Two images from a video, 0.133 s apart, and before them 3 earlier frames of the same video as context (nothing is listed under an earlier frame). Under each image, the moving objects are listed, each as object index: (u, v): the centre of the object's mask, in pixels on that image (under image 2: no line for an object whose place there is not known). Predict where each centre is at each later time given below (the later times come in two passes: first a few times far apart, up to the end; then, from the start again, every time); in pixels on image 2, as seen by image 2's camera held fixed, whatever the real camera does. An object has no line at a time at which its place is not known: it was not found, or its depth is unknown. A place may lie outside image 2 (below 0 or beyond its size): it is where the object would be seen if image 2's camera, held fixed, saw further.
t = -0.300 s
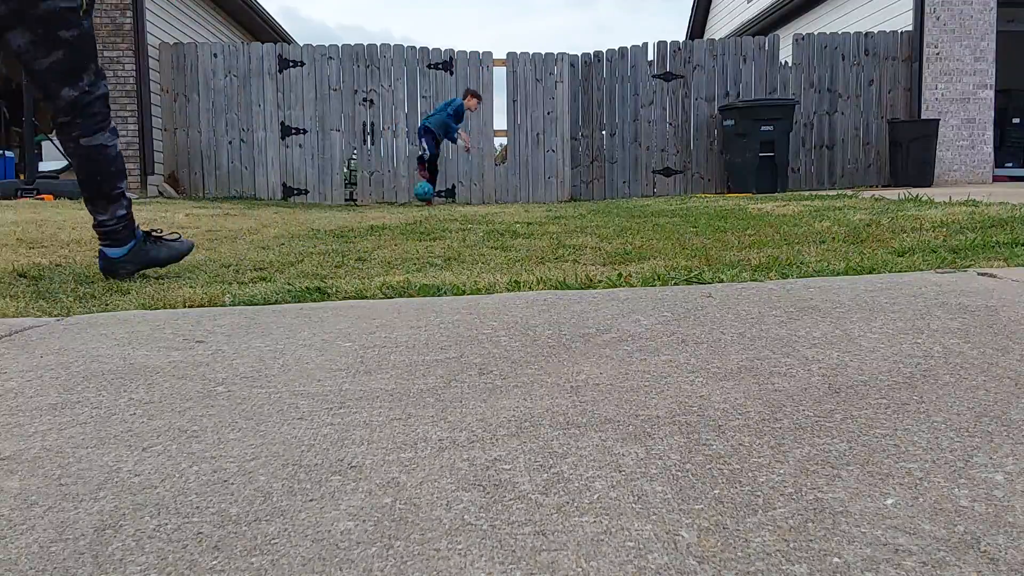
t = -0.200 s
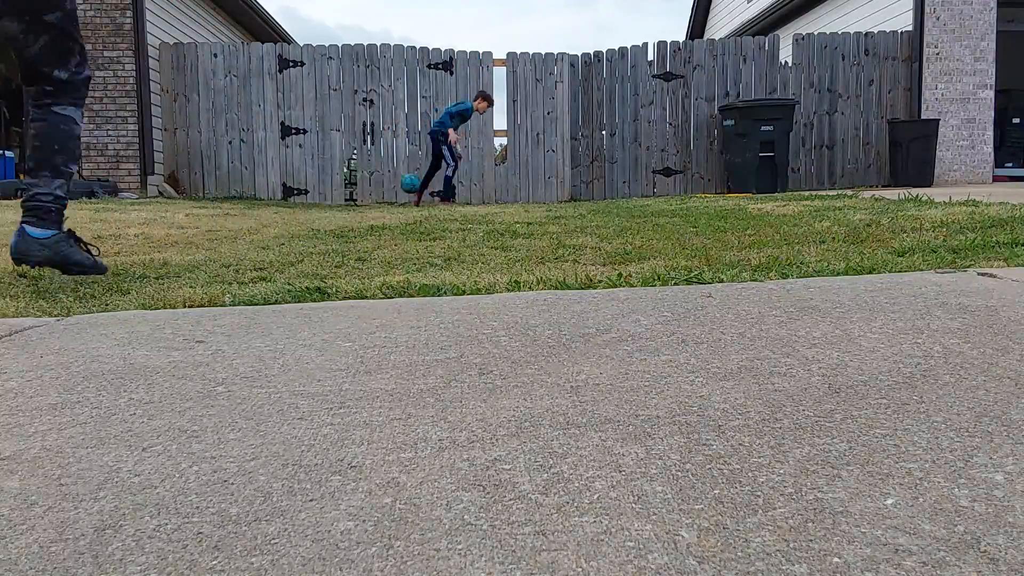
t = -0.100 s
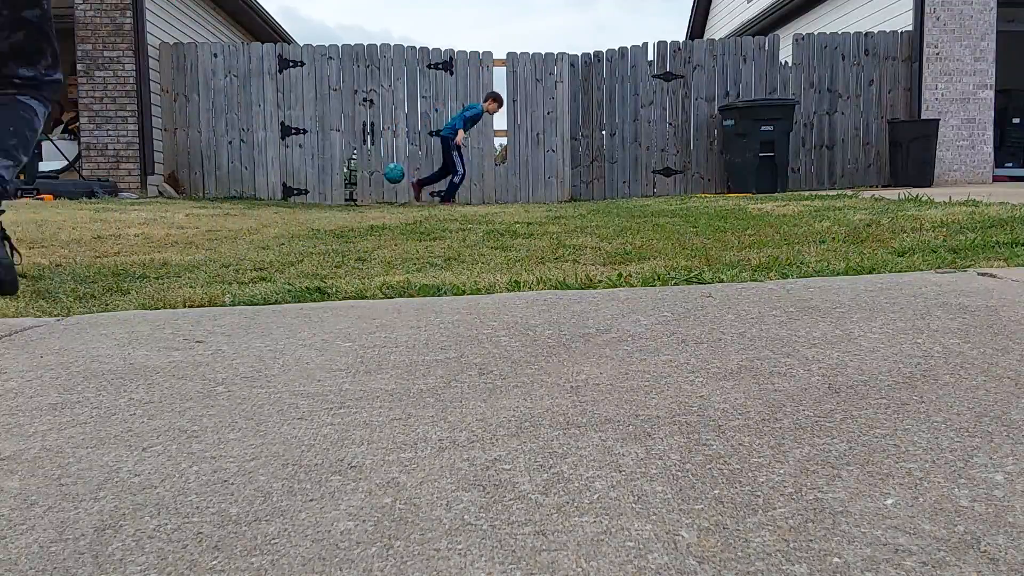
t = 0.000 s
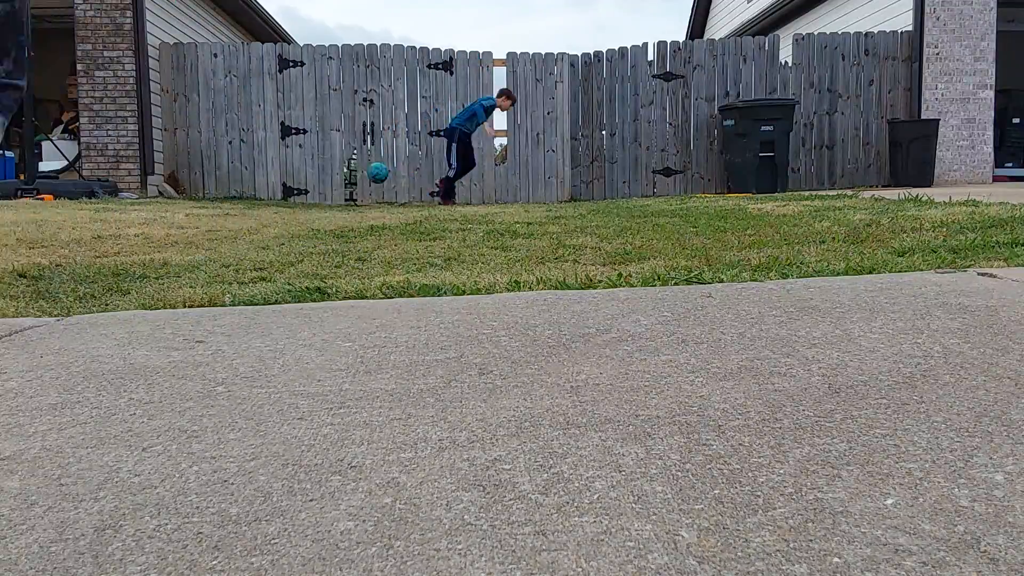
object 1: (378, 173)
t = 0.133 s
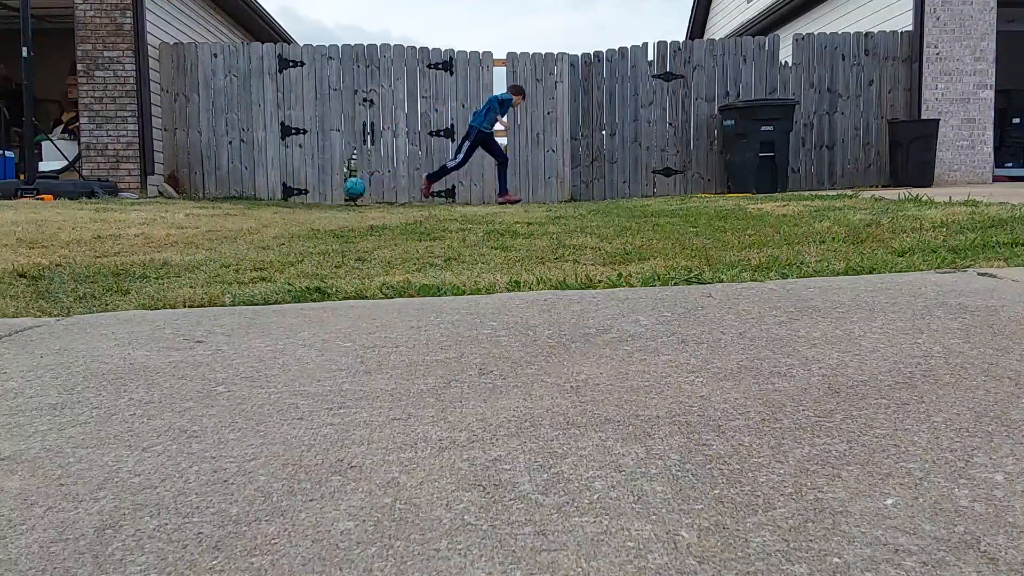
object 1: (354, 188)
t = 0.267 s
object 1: (339, 190)
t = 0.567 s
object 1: (317, 196)
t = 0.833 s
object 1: (293, 197)
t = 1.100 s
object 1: (269, 200)
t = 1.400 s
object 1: (237, 199)
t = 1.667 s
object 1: (209, 200)
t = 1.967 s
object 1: (177, 200)
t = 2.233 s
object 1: (152, 203)
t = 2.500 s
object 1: (135, 203)
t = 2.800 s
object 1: (121, 206)
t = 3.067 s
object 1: (114, 208)
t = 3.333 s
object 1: (108, 209)
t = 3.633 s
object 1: (103, 212)
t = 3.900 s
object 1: (96, 213)
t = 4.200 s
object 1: (85, 214)
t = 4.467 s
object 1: (80, 215)
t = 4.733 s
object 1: (77, 215)
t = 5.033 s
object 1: (69, 216)
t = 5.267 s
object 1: (66, 216)
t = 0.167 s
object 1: (348, 195)
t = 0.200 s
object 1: (343, 200)
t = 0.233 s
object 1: (341, 196)
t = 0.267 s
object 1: (339, 190)
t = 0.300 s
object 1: (336, 186)
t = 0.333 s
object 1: (334, 183)
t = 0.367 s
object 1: (331, 182)
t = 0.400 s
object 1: (329, 181)
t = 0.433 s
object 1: (327, 182)
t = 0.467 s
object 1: (324, 183)
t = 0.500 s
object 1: (322, 186)
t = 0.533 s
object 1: (319, 191)
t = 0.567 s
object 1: (317, 196)
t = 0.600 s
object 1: (314, 200)
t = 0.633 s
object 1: (311, 197)
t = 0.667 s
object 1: (308, 194)
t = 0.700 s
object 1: (305, 192)
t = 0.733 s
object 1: (302, 191)
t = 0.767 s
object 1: (299, 192)
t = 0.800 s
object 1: (295, 194)
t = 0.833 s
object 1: (293, 197)
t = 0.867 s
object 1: (289, 201)
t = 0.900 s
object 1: (286, 199)
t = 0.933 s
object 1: (284, 197)
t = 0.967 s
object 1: (281, 196)
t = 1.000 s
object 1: (278, 197)
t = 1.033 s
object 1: (276, 198)
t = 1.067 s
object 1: (272, 200)
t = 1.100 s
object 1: (269, 200)
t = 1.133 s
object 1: (266, 200)
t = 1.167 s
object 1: (262, 199)
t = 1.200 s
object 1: (259, 200)
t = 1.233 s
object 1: (255, 201)
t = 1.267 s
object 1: (251, 200)
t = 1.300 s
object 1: (247, 200)
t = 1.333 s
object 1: (244, 199)
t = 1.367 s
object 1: (241, 199)
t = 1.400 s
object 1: (237, 199)
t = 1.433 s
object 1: (234, 200)
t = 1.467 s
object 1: (230, 200)
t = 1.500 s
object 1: (226, 200)
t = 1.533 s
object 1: (223, 200)
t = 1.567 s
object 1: (219, 200)
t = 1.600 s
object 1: (216, 200)
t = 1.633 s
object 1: (212, 200)
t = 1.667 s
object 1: (209, 200)
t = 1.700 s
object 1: (205, 200)
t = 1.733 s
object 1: (202, 201)
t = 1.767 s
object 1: (198, 201)
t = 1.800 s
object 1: (195, 201)
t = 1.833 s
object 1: (191, 202)
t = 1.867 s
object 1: (187, 201)
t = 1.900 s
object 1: (184, 202)
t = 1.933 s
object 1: (180, 201)
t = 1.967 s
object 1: (177, 200)
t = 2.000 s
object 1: (174, 200)
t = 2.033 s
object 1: (171, 202)
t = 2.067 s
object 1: (167, 202)
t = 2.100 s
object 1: (164, 202)
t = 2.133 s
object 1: (161, 202)
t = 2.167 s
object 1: (158, 202)
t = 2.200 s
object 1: (155, 203)
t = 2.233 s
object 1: (152, 203)
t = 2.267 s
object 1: (150, 202)
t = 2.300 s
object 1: (147, 202)
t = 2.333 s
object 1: (145, 202)
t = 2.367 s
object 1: (143, 201)
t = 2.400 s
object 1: (141, 201)
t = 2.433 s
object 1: (138, 202)
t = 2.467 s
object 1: (137, 204)
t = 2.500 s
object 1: (135, 203)
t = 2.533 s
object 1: (133, 203)
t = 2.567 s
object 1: (132, 204)
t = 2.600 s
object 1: (130, 205)
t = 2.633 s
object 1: (129, 205)
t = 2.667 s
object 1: (127, 205)
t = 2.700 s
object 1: (125, 204)
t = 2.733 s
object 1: (124, 204)
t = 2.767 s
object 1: (122, 205)
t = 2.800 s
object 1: (121, 206)
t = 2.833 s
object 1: (119, 206)
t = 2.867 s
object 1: (118, 206)
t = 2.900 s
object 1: (118, 206)
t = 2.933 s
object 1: (117, 206)
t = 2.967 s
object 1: (116, 206)
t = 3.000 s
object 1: (115, 207)
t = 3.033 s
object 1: (115, 207)
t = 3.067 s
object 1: (114, 208)
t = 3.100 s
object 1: (113, 208)
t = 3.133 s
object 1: (113, 208)
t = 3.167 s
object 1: (113, 208)
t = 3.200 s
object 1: (111, 209)
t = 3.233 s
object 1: (110, 209)
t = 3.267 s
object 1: (109, 209)
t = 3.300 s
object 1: (109, 209)
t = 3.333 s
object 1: (108, 209)
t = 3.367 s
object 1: (107, 210)
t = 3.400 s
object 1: (107, 210)
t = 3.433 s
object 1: (106, 209)
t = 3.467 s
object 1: (106, 210)
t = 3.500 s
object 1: (105, 211)
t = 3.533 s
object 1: (105, 212)
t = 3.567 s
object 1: (104, 212)
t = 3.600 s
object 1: (104, 212)
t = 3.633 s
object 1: (103, 212)
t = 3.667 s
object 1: (102, 213)
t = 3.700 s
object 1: (102, 213)
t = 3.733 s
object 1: (101, 213)
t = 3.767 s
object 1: (100, 213)
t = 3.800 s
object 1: (99, 212)
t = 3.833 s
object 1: (98, 212)
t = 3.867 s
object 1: (97, 212)
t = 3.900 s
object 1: (96, 213)
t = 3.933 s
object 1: (94, 213)
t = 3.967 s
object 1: (93, 214)
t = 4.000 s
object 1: (92, 214)
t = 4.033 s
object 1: (91, 214)
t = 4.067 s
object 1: (90, 214)
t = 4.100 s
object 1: (89, 214)
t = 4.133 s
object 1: (87, 214)
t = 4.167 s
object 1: (86, 214)
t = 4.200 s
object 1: (85, 214)
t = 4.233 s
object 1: (84, 214)
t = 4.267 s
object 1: (83, 214)
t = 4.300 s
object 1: (82, 214)
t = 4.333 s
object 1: (81, 214)
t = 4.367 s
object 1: (81, 214)
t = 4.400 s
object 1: (80, 214)
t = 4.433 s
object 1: (80, 215)
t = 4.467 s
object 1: (80, 215)
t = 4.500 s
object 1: (80, 215)
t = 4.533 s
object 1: (80, 215)
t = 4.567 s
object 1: (79, 215)
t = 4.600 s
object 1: (79, 215)
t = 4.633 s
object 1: (78, 215)
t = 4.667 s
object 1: (78, 215)
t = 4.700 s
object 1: (77, 215)
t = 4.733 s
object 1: (77, 215)
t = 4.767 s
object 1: (76, 215)
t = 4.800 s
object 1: (75, 215)
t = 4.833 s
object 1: (74, 215)
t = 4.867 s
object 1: (73, 215)
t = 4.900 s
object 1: (72, 216)
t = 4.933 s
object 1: (71, 216)
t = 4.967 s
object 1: (71, 216)
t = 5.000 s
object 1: (70, 216)
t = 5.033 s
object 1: (69, 216)
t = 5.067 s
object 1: (68, 216)
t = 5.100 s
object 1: (67, 216)
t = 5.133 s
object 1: (67, 216)
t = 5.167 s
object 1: (67, 216)
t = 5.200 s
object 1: (66, 216)
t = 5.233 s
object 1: (66, 216)
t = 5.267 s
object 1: (66, 216)
